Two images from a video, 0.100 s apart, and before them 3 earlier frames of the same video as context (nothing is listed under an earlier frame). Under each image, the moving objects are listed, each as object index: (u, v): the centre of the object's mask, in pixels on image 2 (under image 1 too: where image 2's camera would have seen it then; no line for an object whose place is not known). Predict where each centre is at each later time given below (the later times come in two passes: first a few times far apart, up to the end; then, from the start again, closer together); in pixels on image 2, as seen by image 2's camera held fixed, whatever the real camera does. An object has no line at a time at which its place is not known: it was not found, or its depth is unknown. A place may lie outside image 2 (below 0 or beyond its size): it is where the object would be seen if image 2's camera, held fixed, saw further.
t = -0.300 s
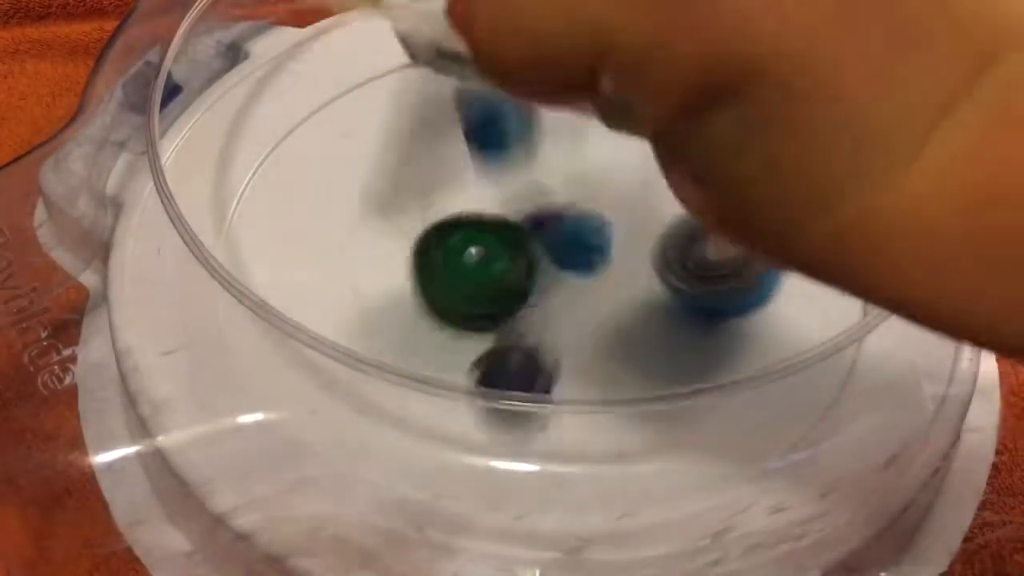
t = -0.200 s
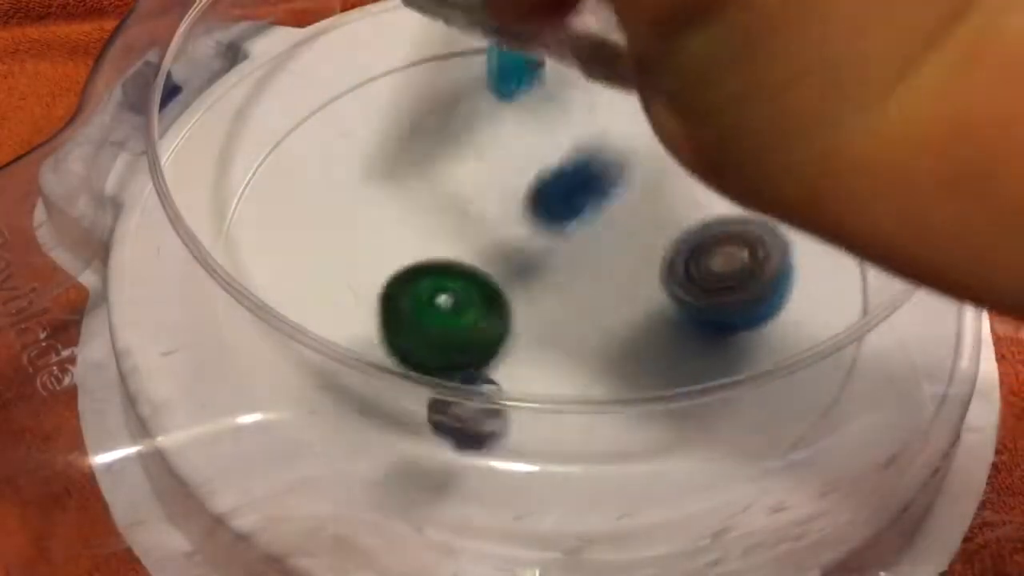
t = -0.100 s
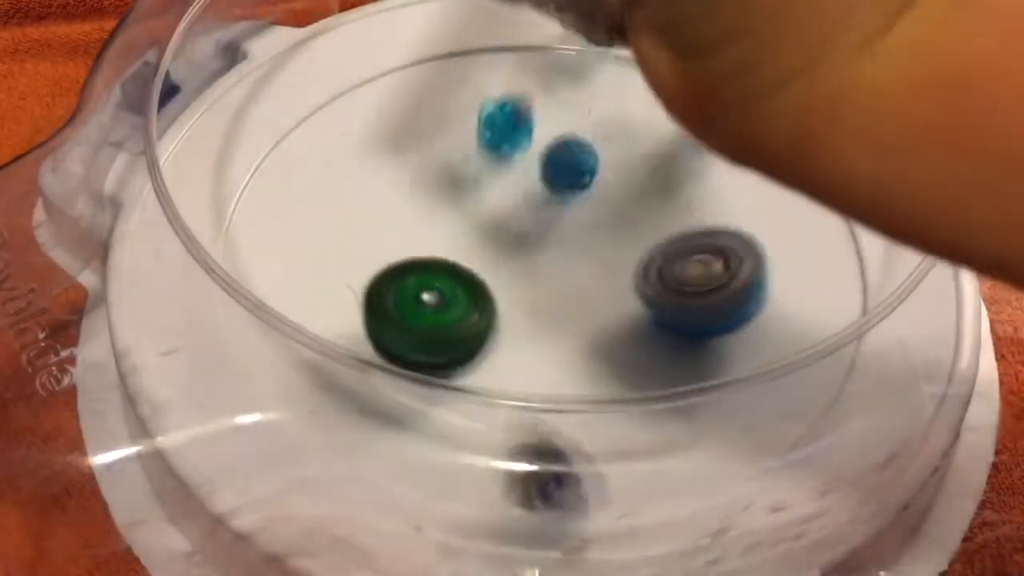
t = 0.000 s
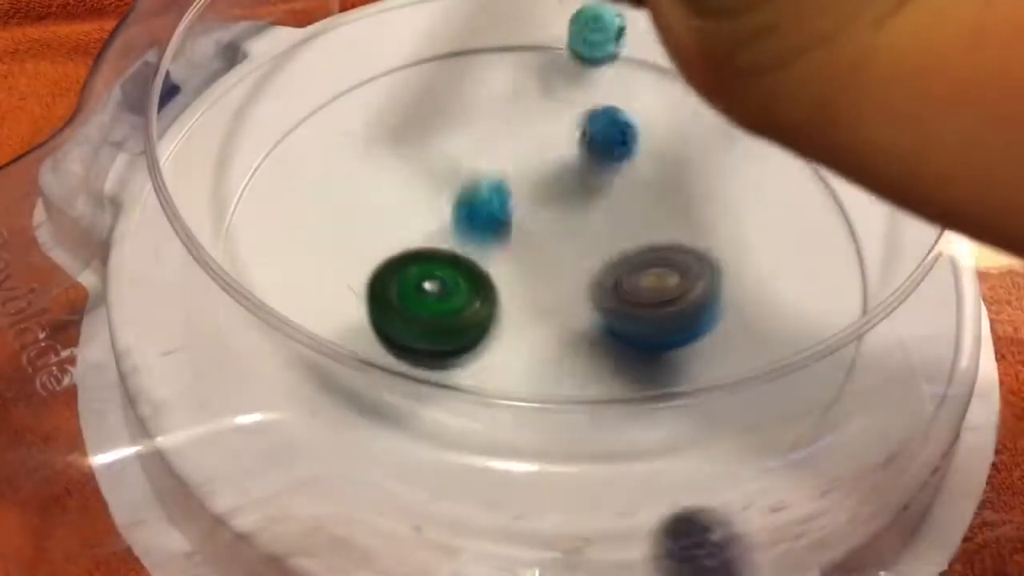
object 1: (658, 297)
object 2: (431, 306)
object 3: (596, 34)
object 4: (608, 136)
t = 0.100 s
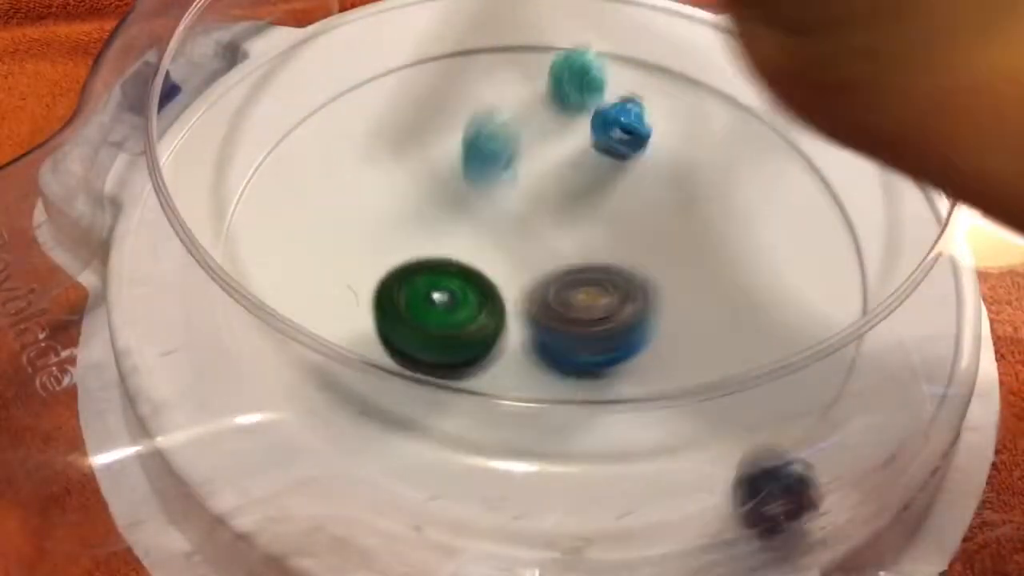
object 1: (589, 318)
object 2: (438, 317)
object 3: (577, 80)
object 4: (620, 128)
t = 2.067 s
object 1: (521, 203)
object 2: (463, 300)
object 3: (433, 181)
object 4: (636, 195)
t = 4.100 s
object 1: (599, 229)
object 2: (466, 263)
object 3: (542, 169)
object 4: (687, 268)
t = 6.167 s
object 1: (499, 169)
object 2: (550, 266)
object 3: (669, 196)
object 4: (663, 285)
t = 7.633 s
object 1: (479, 203)
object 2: (563, 288)
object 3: (669, 197)
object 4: (664, 283)
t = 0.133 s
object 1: (577, 322)
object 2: (430, 320)
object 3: (567, 104)
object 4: (620, 126)
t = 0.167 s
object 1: (572, 323)
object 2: (420, 321)
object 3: (558, 124)
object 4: (621, 126)
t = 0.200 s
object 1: (569, 323)
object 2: (418, 321)
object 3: (546, 145)
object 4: (624, 131)
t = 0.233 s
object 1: (565, 321)
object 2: (419, 321)
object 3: (535, 170)
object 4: (624, 149)
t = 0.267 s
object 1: (561, 319)
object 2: (421, 320)
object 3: (525, 190)
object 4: (625, 164)
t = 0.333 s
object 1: (581, 306)
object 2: (404, 315)
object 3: (512, 228)
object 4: (617, 193)
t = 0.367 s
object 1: (583, 297)
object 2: (400, 313)
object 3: (506, 242)
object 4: (609, 204)
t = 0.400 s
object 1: (582, 291)
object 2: (400, 311)
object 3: (500, 252)
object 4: (587, 208)
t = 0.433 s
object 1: (580, 286)
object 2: (404, 309)
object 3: (496, 260)
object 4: (562, 211)
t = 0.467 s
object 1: (579, 278)
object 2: (410, 307)
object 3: (493, 260)
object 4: (539, 213)
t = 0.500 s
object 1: (573, 280)
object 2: (418, 303)
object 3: (481, 248)
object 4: (524, 217)
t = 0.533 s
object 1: (565, 280)
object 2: (426, 301)
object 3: (459, 227)
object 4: (517, 217)
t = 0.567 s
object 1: (562, 278)
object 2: (433, 304)
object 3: (429, 198)
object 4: (542, 203)
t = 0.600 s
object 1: (569, 274)
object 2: (435, 305)
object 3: (402, 171)
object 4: (560, 195)
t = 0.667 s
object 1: (575, 270)
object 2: (447, 303)
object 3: (376, 122)
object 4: (582, 187)
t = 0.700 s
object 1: (579, 265)
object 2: (453, 302)
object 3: (370, 105)
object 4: (586, 185)
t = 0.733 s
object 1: (583, 262)
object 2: (459, 301)
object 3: (370, 98)
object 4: (586, 183)
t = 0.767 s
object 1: (585, 256)
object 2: (467, 300)
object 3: (373, 97)
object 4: (586, 181)
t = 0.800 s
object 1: (593, 248)
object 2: (461, 302)
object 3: (376, 102)
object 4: (584, 178)
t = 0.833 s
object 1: (597, 242)
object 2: (459, 304)
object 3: (383, 110)
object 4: (584, 167)
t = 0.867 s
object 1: (601, 239)
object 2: (462, 303)
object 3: (391, 119)
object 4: (587, 153)
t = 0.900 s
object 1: (607, 236)
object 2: (468, 300)
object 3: (399, 129)
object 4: (584, 157)
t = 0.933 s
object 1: (609, 236)
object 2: (475, 298)
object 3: (407, 138)
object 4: (583, 163)
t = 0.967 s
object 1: (611, 235)
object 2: (483, 294)
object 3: (415, 147)
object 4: (584, 167)
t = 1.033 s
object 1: (615, 235)
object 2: (499, 286)
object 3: (428, 163)
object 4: (579, 169)
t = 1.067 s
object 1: (625, 230)
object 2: (499, 287)
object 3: (432, 168)
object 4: (574, 166)
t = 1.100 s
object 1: (639, 223)
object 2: (492, 290)
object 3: (434, 172)
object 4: (568, 169)
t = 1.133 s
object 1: (645, 221)
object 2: (490, 291)
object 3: (435, 173)
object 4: (563, 172)
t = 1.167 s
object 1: (647, 220)
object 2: (490, 291)
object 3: (435, 174)
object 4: (561, 178)
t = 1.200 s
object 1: (647, 221)
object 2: (492, 293)
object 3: (436, 174)
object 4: (562, 182)
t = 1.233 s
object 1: (643, 223)
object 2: (494, 295)
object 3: (436, 174)
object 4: (579, 169)
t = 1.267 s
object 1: (639, 226)
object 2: (495, 294)
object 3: (436, 174)
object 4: (594, 157)
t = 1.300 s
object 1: (636, 227)
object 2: (495, 294)
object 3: (436, 175)
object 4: (612, 148)
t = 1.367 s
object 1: (630, 230)
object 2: (497, 291)
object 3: (436, 175)
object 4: (620, 137)
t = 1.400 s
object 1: (619, 234)
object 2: (499, 289)
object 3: (436, 175)
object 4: (618, 134)
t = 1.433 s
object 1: (613, 238)
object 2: (496, 290)
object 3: (436, 175)
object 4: (616, 136)
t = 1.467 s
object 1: (614, 236)
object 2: (481, 296)
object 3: (437, 175)
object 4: (614, 139)
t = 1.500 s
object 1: (613, 236)
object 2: (474, 299)
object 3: (437, 175)
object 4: (614, 143)
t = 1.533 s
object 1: (609, 236)
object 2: (471, 299)
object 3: (437, 175)
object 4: (613, 147)
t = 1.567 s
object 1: (604, 237)
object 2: (469, 298)
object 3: (437, 175)
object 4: (614, 152)
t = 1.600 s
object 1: (596, 237)
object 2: (468, 296)
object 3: (437, 175)
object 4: (616, 157)
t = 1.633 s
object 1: (586, 238)
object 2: (468, 294)
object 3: (437, 175)
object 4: (618, 163)
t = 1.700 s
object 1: (569, 233)
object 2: (462, 293)
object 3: (437, 176)
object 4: (617, 172)
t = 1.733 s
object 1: (566, 230)
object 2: (459, 293)
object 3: (436, 175)
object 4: (616, 174)
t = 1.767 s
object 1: (564, 230)
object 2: (459, 293)
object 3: (433, 174)
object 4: (623, 170)
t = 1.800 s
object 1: (557, 226)
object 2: (459, 292)
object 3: (431, 176)
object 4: (629, 164)
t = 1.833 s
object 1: (546, 220)
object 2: (459, 291)
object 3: (433, 180)
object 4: (630, 163)
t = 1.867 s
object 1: (540, 214)
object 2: (459, 290)
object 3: (435, 182)
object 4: (632, 164)
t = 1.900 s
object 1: (534, 211)
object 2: (459, 290)
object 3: (436, 184)
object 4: (634, 169)
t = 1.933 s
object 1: (530, 207)
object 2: (461, 288)
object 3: (436, 184)
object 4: (636, 173)
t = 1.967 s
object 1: (528, 207)
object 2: (461, 291)
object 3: (436, 184)
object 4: (637, 178)
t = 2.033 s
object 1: (520, 205)
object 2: (461, 300)
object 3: (435, 183)
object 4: (639, 189)
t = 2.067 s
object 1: (521, 203)
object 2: (463, 300)
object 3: (433, 181)
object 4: (636, 195)
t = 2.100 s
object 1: (526, 201)
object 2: (467, 299)
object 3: (420, 170)
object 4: (631, 200)
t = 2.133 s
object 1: (530, 201)
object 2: (470, 299)
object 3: (411, 161)
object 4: (625, 204)
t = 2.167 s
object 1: (534, 200)
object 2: (474, 298)
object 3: (409, 155)
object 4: (620, 209)
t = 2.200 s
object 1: (532, 197)
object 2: (477, 296)
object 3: (411, 154)
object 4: (644, 217)
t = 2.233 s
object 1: (533, 196)
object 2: (483, 294)
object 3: (413, 156)
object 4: (664, 235)
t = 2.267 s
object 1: (534, 194)
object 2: (488, 293)
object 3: (414, 158)
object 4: (689, 259)
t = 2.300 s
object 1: (538, 187)
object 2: (492, 301)
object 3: (415, 160)
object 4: (709, 273)
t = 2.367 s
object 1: (544, 182)
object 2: (487, 307)
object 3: (416, 167)
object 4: (715, 296)
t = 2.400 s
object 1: (545, 182)
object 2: (487, 306)
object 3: (420, 173)
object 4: (716, 307)
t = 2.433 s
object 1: (547, 183)
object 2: (486, 305)
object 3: (425, 182)
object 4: (714, 310)
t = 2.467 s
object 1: (547, 184)
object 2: (486, 304)
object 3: (430, 190)
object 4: (702, 310)
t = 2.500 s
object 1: (550, 187)
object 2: (485, 302)
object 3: (436, 196)
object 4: (685, 315)
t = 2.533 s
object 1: (551, 191)
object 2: (485, 299)
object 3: (441, 201)
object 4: (672, 324)
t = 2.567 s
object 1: (554, 196)
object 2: (486, 297)
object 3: (445, 205)
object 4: (662, 325)
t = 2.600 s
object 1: (556, 201)
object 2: (488, 294)
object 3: (446, 206)
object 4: (639, 326)
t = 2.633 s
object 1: (560, 205)
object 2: (489, 291)
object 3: (447, 206)
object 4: (612, 326)
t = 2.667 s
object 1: (565, 208)
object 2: (488, 291)
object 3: (447, 206)
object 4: (583, 327)
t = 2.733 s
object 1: (569, 210)
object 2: (469, 290)
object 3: (446, 204)
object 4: (674, 296)
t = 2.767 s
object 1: (565, 212)
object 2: (462, 288)
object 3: (446, 203)
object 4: (712, 281)
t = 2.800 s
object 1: (564, 212)
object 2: (458, 284)
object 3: (446, 203)
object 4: (743, 271)
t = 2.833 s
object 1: (563, 215)
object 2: (454, 280)
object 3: (446, 201)
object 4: (765, 260)
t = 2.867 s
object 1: (561, 218)
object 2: (451, 277)
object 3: (446, 197)
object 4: (770, 255)
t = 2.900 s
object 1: (558, 222)
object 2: (449, 272)
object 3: (446, 196)
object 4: (766, 250)
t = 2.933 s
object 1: (562, 222)
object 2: (442, 270)
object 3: (447, 195)
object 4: (753, 249)
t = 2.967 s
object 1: (566, 222)
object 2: (435, 268)
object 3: (448, 195)
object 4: (738, 245)
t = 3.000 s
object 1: (568, 225)
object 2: (431, 265)
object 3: (449, 195)
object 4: (723, 242)
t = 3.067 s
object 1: (563, 226)
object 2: (428, 261)
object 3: (449, 194)
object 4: (695, 244)
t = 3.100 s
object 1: (562, 226)
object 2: (426, 259)
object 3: (450, 193)
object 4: (684, 246)
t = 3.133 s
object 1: (562, 228)
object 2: (427, 257)
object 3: (450, 192)
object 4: (677, 248)
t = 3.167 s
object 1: (557, 230)
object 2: (427, 256)
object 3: (449, 191)
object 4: (673, 249)
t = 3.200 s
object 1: (555, 232)
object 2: (428, 255)
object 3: (446, 185)
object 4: (673, 250)
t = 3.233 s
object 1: (560, 231)
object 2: (425, 253)
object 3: (445, 180)
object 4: (673, 250)
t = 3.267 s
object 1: (566, 231)
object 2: (419, 251)
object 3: (446, 179)
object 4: (672, 251)
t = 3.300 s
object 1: (569, 233)
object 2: (419, 250)
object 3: (445, 176)
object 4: (672, 252)
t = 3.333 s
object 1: (565, 235)
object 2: (422, 249)
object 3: (447, 174)
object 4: (672, 253)
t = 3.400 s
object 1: (566, 238)
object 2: (427, 246)
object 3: (448, 173)
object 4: (671, 257)
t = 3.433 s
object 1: (566, 238)
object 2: (432, 244)
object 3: (447, 173)
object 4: (671, 259)
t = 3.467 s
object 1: (566, 239)
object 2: (435, 243)
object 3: (447, 173)
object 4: (671, 261)
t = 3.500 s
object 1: (584, 237)
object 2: (422, 243)
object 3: (449, 176)
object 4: (672, 264)
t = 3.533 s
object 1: (595, 236)
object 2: (417, 243)
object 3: (451, 179)
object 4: (683, 267)
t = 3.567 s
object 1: (598, 238)
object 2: (415, 243)
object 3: (456, 185)
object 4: (688, 269)
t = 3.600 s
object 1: (598, 239)
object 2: (414, 243)
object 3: (461, 172)
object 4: (691, 270)
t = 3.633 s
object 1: (598, 239)
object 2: (416, 249)
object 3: (475, 141)
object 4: (691, 270)
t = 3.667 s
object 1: (598, 239)
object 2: (417, 250)
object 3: (491, 108)
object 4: (690, 269)
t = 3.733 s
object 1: (595, 241)
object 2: (422, 255)
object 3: (515, 69)
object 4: (690, 268)
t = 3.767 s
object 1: (592, 242)
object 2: (427, 257)
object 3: (526, 59)
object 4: (689, 267)
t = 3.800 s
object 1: (586, 244)
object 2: (432, 259)
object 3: (534, 53)
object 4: (689, 268)
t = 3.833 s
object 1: (581, 245)
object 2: (439, 261)
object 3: (540, 56)
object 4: (689, 269)
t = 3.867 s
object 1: (575, 245)
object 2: (447, 262)
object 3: (541, 64)
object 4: (689, 269)
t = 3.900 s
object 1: (576, 242)
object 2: (447, 263)
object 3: (541, 74)
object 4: (689, 269)
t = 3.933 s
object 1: (578, 240)
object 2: (447, 265)
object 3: (539, 86)
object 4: (688, 269)
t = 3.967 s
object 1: (586, 238)
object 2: (446, 267)
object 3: (542, 102)
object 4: (688, 269)
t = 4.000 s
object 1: (589, 234)
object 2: (451, 266)
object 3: (544, 120)
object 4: (688, 269)
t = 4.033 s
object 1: (594, 230)
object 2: (456, 266)
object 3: (544, 140)
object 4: (688, 268)
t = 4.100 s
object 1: (599, 229)
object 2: (466, 263)
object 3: (542, 169)
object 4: (687, 268)
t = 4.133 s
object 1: (601, 228)
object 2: (472, 261)
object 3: (540, 181)
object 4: (686, 269)
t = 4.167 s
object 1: (600, 231)
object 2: (475, 260)
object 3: (557, 161)
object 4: (686, 269)
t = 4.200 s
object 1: (601, 233)
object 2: (475, 259)
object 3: (578, 146)
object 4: (685, 269)
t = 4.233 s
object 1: (604, 230)
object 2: (471, 260)
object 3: (590, 142)
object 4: (708, 273)
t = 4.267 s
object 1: (604, 228)
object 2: (468, 259)
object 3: (603, 136)
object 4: (728, 276)
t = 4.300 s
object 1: (603, 228)
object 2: (469, 258)
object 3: (613, 136)
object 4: (737, 277)
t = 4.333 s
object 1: (594, 228)
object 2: (466, 255)
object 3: (618, 134)
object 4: (740, 276)
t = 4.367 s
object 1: (586, 228)
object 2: (465, 255)
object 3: (618, 138)
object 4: (741, 276)
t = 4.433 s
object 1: (580, 226)
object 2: (461, 255)
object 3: (614, 150)
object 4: (730, 276)
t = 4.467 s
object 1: (578, 225)
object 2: (458, 256)
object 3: (609, 155)
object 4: (719, 277)
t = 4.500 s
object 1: (579, 224)
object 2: (459, 257)
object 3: (608, 161)
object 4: (707, 278)
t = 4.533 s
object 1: (576, 226)
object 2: (457, 256)
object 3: (623, 158)
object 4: (696, 280)
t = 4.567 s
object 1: (582, 223)
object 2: (449, 261)
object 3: (639, 141)
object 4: (689, 284)
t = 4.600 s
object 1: (584, 220)
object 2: (448, 264)
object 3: (655, 132)
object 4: (684, 289)
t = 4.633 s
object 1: (585, 219)
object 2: (447, 266)
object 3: (663, 125)
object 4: (677, 295)
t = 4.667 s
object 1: (587, 218)
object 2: (448, 267)
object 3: (667, 123)
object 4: (669, 302)
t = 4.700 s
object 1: (587, 217)
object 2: (447, 268)
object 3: (666, 126)
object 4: (661, 308)
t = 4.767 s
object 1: (587, 213)
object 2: (454, 271)
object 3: (657, 140)
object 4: (648, 315)
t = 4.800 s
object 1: (585, 213)
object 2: (459, 272)
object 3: (653, 148)
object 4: (645, 315)
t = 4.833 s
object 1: (581, 213)
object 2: (463, 271)
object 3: (650, 155)
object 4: (642, 313)
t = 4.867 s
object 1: (575, 212)
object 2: (467, 271)
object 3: (647, 162)
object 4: (640, 309)
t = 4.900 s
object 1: (571, 210)
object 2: (473, 269)
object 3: (643, 167)
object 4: (637, 304)
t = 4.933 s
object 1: (567, 208)
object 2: (477, 267)
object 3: (638, 171)
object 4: (635, 298)
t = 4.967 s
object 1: (567, 198)
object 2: (476, 271)
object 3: (643, 172)
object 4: (631, 296)
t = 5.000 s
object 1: (563, 192)
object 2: (474, 277)
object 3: (674, 164)
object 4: (628, 296)
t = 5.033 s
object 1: (557, 186)
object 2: (475, 280)
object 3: (697, 160)
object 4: (628, 296)
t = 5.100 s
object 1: (550, 177)
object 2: (479, 281)
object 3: (718, 158)
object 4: (628, 296)
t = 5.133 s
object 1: (548, 174)
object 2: (480, 282)
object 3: (718, 160)
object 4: (628, 296)
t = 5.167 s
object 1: (546, 172)
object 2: (481, 281)
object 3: (716, 164)
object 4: (628, 296)
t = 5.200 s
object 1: (546, 171)
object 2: (484, 280)
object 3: (709, 171)
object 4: (628, 296)
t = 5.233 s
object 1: (546, 173)
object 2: (489, 279)
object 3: (702, 177)
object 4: (628, 296)
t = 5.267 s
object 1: (544, 174)
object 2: (490, 275)
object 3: (694, 183)
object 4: (628, 295)
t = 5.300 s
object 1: (542, 175)
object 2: (494, 272)
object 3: (686, 189)
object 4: (628, 296)
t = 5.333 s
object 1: (540, 176)
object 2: (497, 269)
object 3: (679, 193)
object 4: (628, 296)
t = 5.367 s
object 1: (541, 174)
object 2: (499, 267)
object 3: (674, 195)
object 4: (628, 296)
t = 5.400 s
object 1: (543, 176)
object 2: (503, 267)
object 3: (671, 196)
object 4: (628, 296)
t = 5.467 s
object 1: (549, 175)
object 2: (503, 276)
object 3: (670, 196)
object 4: (628, 295)
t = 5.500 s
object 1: (556, 174)
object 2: (508, 281)
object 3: (670, 196)
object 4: (628, 295)
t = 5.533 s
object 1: (556, 175)
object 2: (511, 282)
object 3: (670, 196)
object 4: (628, 295)
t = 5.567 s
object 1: (554, 177)
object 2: (511, 284)
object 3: (670, 196)
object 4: (628, 295)
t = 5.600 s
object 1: (549, 178)
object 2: (513, 286)
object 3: (670, 196)
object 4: (628, 296)
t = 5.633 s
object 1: (540, 178)
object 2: (516, 285)
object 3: (670, 196)
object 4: (628, 296)
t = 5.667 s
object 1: (536, 177)
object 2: (518, 285)
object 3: (670, 196)
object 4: (628, 295)
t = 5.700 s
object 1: (533, 176)
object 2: (521, 283)
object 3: (670, 196)
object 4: (628, 295)
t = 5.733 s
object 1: (531, 177)
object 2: (525, 281)
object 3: (670, 196)
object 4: (628, 295)
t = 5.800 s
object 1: (529, 179)
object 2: (527, 273)
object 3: (670, 196)
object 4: (628, 295)
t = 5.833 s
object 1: (523, 181)
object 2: (534, 274)
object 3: (670, 196)
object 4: (628, 295)
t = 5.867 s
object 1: (518, 180)
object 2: (543, 273)
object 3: (670, 196)
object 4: (631, 296)
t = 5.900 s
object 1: (517, 180)
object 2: (542, 273)
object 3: (670, 196)
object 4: (656, 294)
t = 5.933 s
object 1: (515, 179)
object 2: (543, 272)
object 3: (670, 197)
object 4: (671, 291)
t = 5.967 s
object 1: (515, 178)
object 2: (542, 271)
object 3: (669, 196)
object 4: (678, 291)
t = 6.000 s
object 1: (515, 177)
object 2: (539, 268)
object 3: (669, 196)
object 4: (679, 291)
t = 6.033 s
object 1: (511, 174)
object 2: (538, 270)
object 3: (669, 196)
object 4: (674, 289)
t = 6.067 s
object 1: (508, 172)
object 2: (541, 271)
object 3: (669, 196)
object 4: (670, 285)
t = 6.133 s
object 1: (502, 170)
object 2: (549, 268)
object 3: (669, 196)
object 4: (664, 285)
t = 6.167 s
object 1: (499, 169)
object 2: (550, 266)
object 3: (669, 196)
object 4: (663, 285)
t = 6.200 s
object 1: (498, 169)
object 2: (549, 264)
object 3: (669, 196)
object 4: (663, 285)
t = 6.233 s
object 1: (497, 168)
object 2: (546, 262)
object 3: (669, 196)
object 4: (663, 285)
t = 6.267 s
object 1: (498, 168)
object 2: (542, 259)
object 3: (669, 196)
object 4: (663, 285)
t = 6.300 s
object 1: (500, 168)
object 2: (537, 260)
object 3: (669, 196)
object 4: (663, 285)
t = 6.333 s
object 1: (503, 168)
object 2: (532, 260)
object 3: (669, 196)
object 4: (663, 285)
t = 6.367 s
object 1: (507, 170)
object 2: (532, 264)
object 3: (669, 196)
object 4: (663, 285)
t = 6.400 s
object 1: (510, 171)
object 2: (534, 264)
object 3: (669, 196)
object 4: (663, 285)
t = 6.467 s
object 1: (511, 173)
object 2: (540, 270)
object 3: (669, 196)
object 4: (663, 285)
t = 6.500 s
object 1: (511, 173)
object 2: (542, 271)
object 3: (669, 197)
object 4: (663, 285)
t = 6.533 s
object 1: (511, 175)
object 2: (545, 276)
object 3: (669, 197)
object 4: (663, 285)
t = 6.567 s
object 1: (513, 178)
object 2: (548, 280)
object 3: (669, 197)
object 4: (663, 285)
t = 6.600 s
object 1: (514, 180)
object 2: (549, 283)
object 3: (669, 197)
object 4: (663, 285)
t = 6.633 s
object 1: (515, 183)
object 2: (552, 285)
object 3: (669, 197)
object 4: (663, 285)
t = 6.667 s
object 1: (515, 188)
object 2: (553, 287)
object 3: (669, 197)
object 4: (663, 285)
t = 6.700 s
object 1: (513, 191)
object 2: (554, 285)
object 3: (669, 197)
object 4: (663, 285)
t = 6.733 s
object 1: (509, 193)
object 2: (560, 287)
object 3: (669, 197)
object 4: (663, 285)
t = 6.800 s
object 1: (503, 201)
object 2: (567, 289)
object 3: (669, 197)
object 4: (663, 285)
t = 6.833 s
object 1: (498, 203)
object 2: (571, 288)
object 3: (669, 197)
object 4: (664, 285)
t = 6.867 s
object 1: (493, 205)
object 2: (575, 289)
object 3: (669, 197)
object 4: (666, 284)
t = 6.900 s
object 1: (488, 205)
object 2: (576, 289)
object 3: (669, 197)
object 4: (667, 283)
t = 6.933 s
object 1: (485, 205)
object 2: (576, 289)
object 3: (669, 197)
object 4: (667, 283)
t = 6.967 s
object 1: (483, 205)
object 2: (575, 289)
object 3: (669, 197)
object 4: (666, 283)
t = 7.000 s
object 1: (482, 204)
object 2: (574, 289)
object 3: (669, 197)
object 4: (666, 283)
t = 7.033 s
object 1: (482, 204)
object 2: (572, 288)
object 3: (669, 197)
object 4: (665, 283)
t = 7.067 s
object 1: (481, 204)
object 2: (570, 288)
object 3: (669, 197)
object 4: (664, 283)
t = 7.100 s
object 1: (480, 204)
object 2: (566, 288)
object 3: (669, 197)
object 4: (665, 283)
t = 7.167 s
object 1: (479, 203)
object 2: (560, 289)
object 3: (669, 197)
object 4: (664, 283)
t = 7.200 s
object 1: (479, 203)
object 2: (558, 289)
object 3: (669, 197)
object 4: (664, 283)
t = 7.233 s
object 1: (479, 203)
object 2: (557, 290)
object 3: (669, 197)
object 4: (664, 283)
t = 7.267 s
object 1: (479, 203)
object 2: (556, 290)
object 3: (669, 197)
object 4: (664, 283)
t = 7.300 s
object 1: (479, 203)
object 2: (555, 290)
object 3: (669, 197)
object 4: (664, 283)
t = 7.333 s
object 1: (479, 203)
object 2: (555, 290)
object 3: (669, 197)
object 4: (664, 283)
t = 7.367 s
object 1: (479, 203)
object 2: (555, 291)
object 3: (669, 197)
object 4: (664, 283)
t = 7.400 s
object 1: (479, 203)
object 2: (555, 291)
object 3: (669, 197)
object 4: (664, 283)
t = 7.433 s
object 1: (479, 203)
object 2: (555, 290)
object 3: (669, 197)
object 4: (664, 283)
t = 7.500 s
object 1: (479, 203)
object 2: (557, 289)
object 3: (669, 197)
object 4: (664, 283)
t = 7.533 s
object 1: (479, 203)
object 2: (559, 289)
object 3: (669, 197)
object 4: (664, 283)
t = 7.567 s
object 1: (479, 203)
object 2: (560, 289)
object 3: (669, 197)
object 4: (664, 283)
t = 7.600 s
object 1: (479, 203)
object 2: (561, 288)
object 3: (669, 197)
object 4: (664, 283)
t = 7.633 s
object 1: (479, 203)
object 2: (563, 288)
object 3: (669, 197)
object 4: (664, 283)
